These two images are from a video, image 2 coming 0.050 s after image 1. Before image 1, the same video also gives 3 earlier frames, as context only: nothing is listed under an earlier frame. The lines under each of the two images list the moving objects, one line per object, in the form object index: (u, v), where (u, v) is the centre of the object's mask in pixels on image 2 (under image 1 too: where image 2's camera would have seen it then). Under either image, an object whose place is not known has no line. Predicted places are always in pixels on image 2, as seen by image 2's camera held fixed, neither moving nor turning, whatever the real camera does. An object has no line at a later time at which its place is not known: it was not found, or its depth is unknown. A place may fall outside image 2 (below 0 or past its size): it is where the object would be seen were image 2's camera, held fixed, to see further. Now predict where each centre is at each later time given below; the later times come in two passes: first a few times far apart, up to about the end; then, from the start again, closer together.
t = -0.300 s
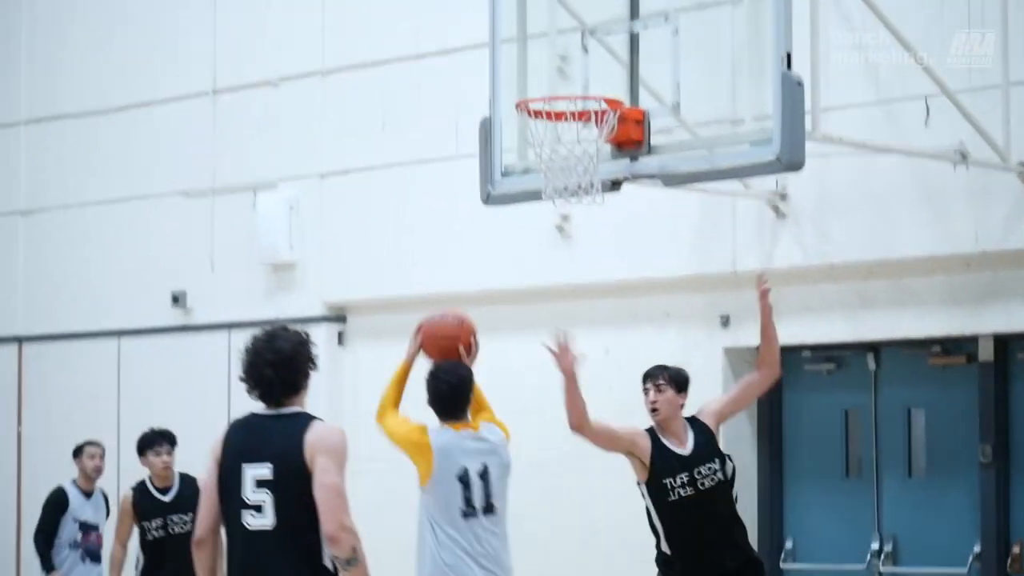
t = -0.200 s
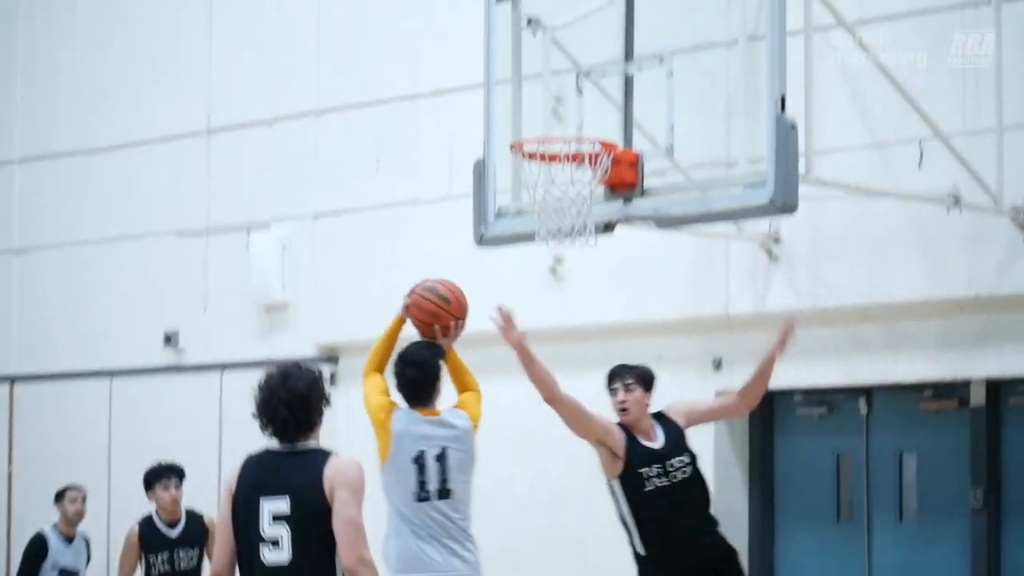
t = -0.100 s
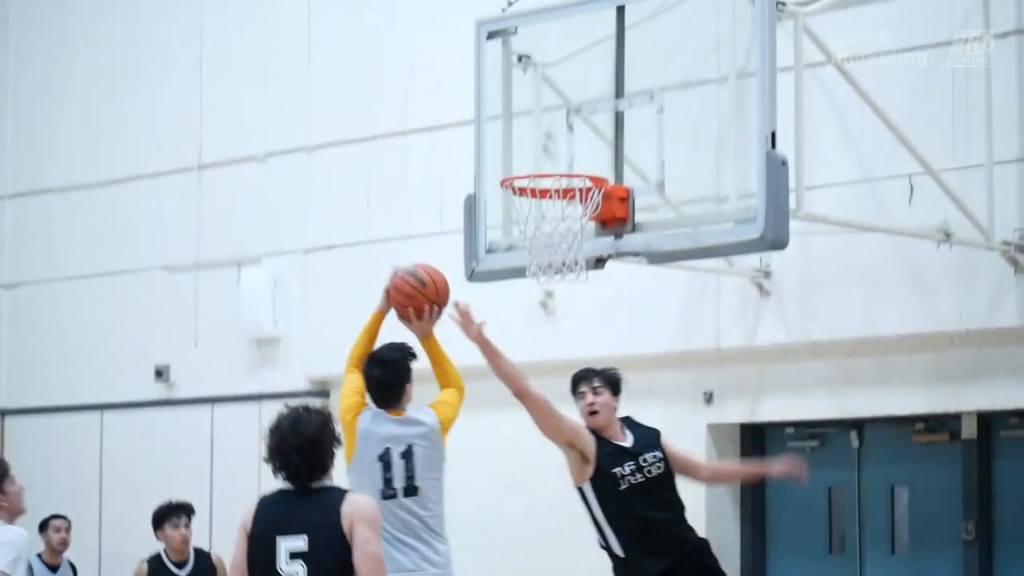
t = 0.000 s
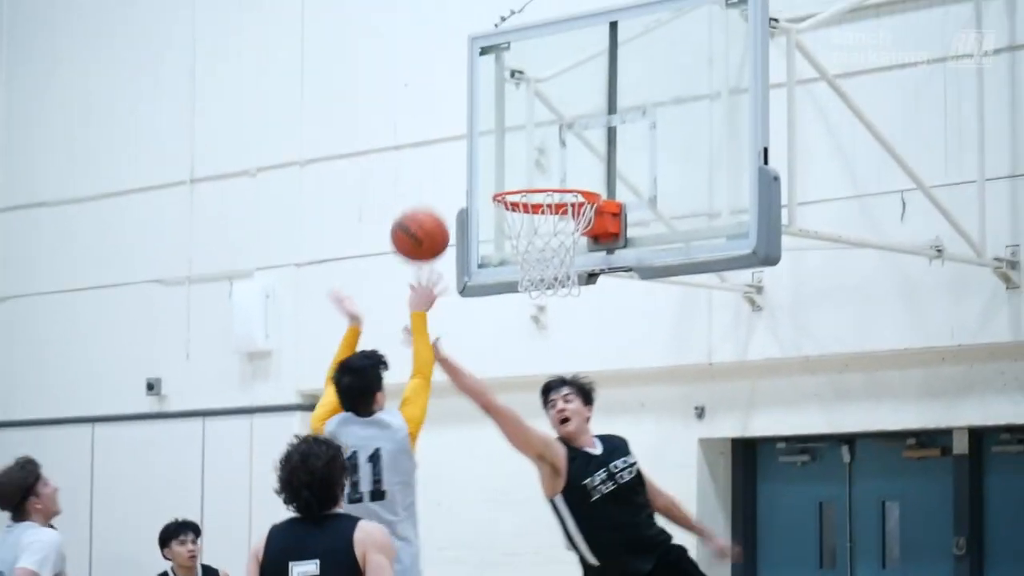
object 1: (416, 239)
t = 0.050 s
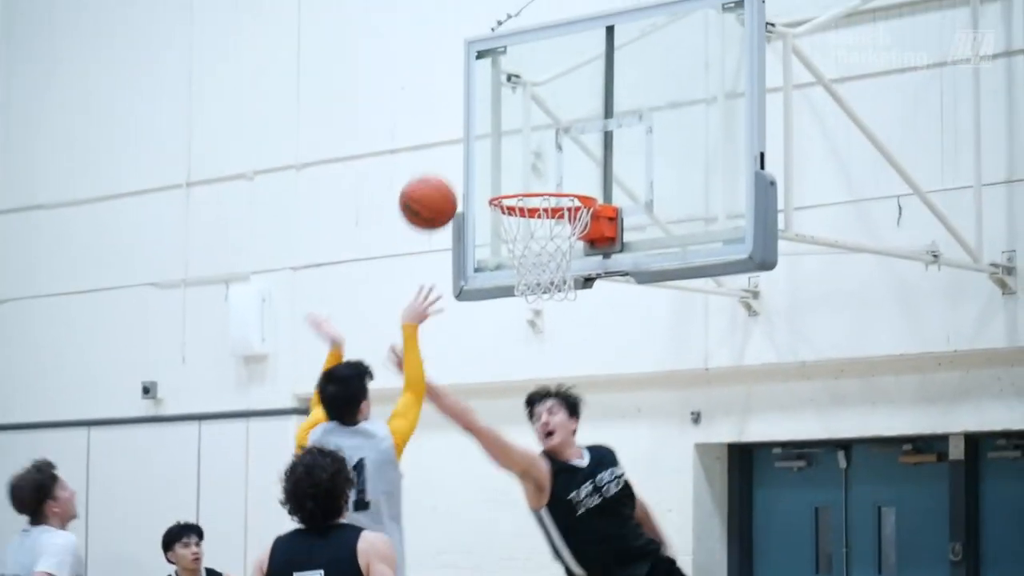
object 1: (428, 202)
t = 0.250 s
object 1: (473, 118)
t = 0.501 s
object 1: (524, 142)
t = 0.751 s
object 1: (543, 253)
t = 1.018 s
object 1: (533, 274)
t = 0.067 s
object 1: (432, 192)
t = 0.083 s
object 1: (436, 181)
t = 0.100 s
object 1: (440, 172)
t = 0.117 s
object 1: (444, 163)
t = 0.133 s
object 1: (447, 155)
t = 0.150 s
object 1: (451, 148)
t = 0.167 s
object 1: (455, 141)
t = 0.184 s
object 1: (459, 136)
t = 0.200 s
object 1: (462, 130)
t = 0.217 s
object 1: (465, 125)
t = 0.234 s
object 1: (469, 121)
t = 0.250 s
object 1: (473, 118)
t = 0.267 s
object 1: (476, 115)
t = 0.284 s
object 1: (480, 113)
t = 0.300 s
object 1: (484, 112)
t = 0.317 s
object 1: (487, 111)
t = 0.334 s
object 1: (490, 111)
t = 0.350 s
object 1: (494, 111)
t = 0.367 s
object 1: (497, 113)
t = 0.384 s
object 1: (500, 114)
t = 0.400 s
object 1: (504, 116)
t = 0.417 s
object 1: (507, 119)
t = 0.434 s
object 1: (511, 123)
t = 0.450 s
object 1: (514, 127)
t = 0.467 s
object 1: (517, 132)
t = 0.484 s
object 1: (520, 137)
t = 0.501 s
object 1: (524, 142)
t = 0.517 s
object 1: (527, 149)
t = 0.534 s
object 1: (530, 156)
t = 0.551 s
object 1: (534, 163)
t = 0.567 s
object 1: (537, 170)
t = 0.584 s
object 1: (539, 177)
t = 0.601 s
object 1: (543, 179)
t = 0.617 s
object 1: (546, 199)
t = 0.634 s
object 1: (548, 207)
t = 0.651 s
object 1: (547, 216)
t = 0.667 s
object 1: (547, 220)
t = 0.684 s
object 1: (547, 227)
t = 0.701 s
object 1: (546, 234)
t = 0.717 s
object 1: (546, 243)
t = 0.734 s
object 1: (545, 250)
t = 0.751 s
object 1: (543, 253)
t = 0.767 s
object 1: (543, 255)
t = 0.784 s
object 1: (542, 255)
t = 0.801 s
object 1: (540, 254)
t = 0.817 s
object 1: (539, 254)
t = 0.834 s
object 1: (538, 254)
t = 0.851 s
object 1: (538, 253)
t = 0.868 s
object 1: (537, 253)
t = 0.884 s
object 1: (537, 254)
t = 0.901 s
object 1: (536, 255)
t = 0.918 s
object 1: (535, 256)
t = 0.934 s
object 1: (535, 258)
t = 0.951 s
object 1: (534, 260)
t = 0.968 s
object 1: (534, 263)
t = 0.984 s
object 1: (533, 266)
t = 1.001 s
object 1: (533, 270)
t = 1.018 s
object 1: (533, 274)
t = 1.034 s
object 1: (534, 279)
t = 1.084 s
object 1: (535, 300)
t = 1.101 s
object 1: (535, 309)
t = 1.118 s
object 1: (535, 315)
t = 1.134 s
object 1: (535, 321)
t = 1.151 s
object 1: (536, 330)
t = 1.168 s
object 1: (536, 340)
